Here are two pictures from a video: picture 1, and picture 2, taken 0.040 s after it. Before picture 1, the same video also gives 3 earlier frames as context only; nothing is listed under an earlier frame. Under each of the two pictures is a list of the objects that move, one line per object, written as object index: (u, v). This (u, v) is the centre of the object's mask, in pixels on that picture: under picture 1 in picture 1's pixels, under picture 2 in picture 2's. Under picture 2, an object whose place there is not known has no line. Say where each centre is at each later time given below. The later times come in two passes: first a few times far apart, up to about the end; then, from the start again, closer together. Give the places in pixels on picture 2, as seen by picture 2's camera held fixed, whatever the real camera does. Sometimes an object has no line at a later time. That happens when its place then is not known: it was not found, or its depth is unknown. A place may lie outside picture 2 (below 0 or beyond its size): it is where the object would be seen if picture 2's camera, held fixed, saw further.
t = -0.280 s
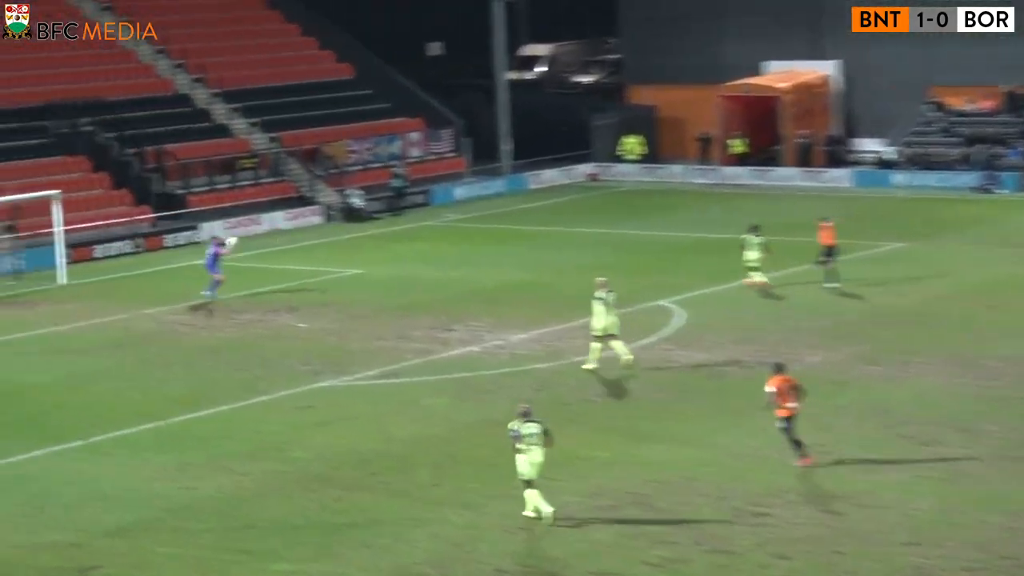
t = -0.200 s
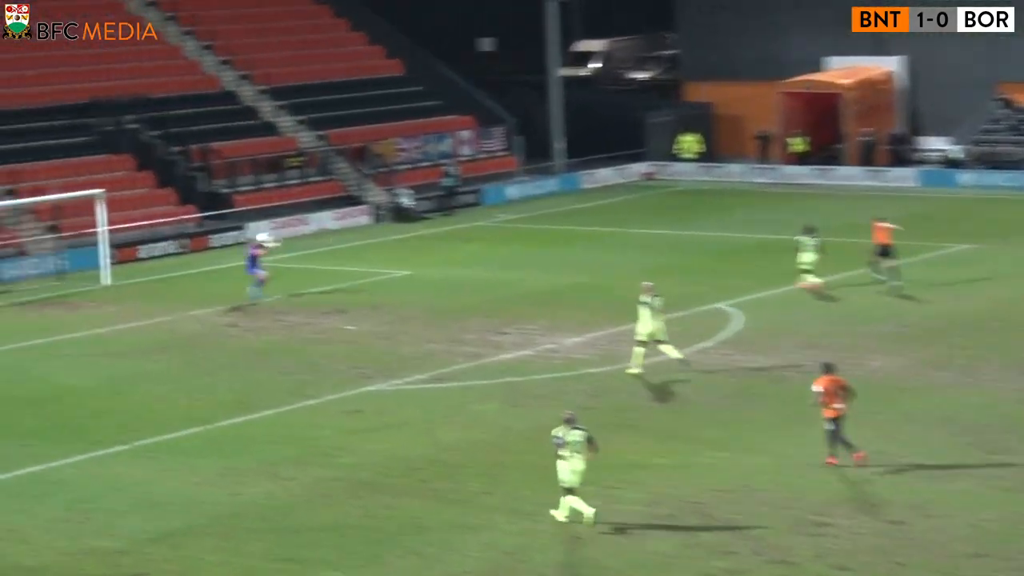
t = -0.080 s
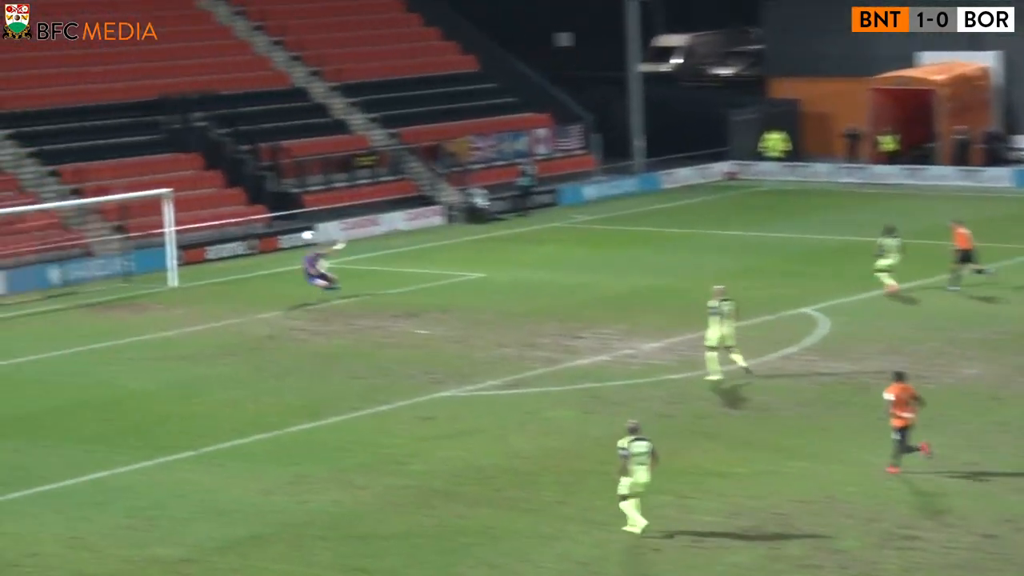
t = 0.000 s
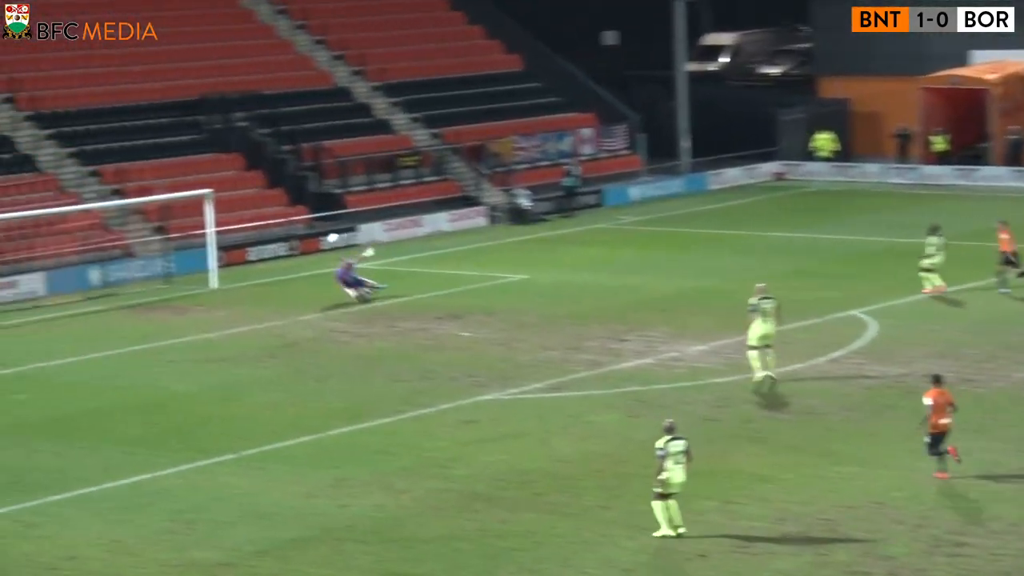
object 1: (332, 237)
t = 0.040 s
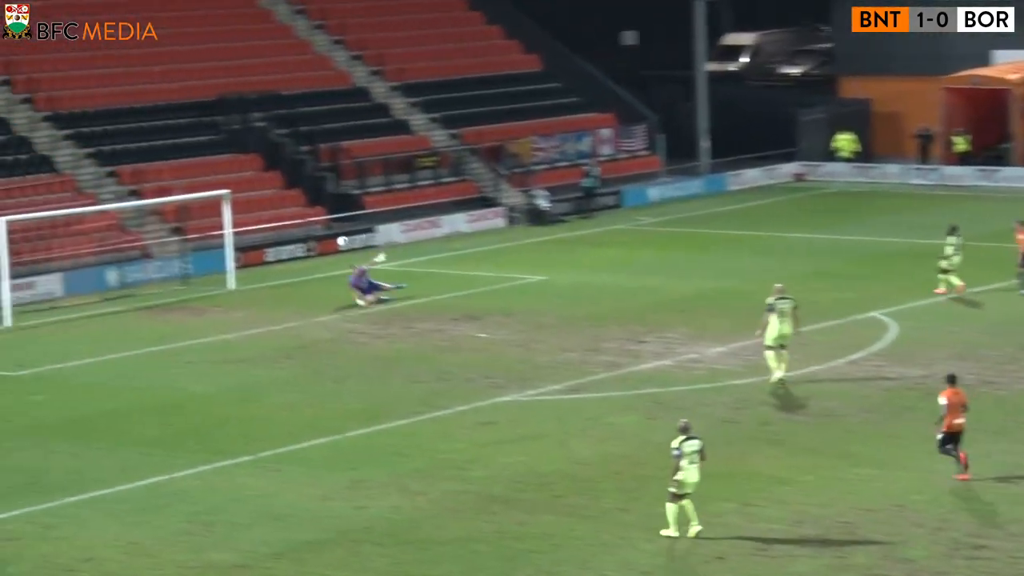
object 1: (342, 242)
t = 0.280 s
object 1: (288, 269)
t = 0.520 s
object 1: (233, 323)
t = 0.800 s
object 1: (181, 343)
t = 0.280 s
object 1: (288, 269)
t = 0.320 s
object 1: (278, 277)
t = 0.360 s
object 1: (270, 284)
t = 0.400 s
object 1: (261, 293)
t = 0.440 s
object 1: (251, 303)
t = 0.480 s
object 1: (242, 313)
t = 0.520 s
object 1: (233, 323)
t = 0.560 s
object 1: (223, 335)
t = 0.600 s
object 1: (213, 348)
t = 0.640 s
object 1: (205, 358)
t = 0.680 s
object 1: (199, 352)
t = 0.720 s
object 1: (193, 349)
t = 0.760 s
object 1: (187, 346)
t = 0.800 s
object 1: (181, 343)
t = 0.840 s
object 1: (175, 342)
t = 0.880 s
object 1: (168, 342)
